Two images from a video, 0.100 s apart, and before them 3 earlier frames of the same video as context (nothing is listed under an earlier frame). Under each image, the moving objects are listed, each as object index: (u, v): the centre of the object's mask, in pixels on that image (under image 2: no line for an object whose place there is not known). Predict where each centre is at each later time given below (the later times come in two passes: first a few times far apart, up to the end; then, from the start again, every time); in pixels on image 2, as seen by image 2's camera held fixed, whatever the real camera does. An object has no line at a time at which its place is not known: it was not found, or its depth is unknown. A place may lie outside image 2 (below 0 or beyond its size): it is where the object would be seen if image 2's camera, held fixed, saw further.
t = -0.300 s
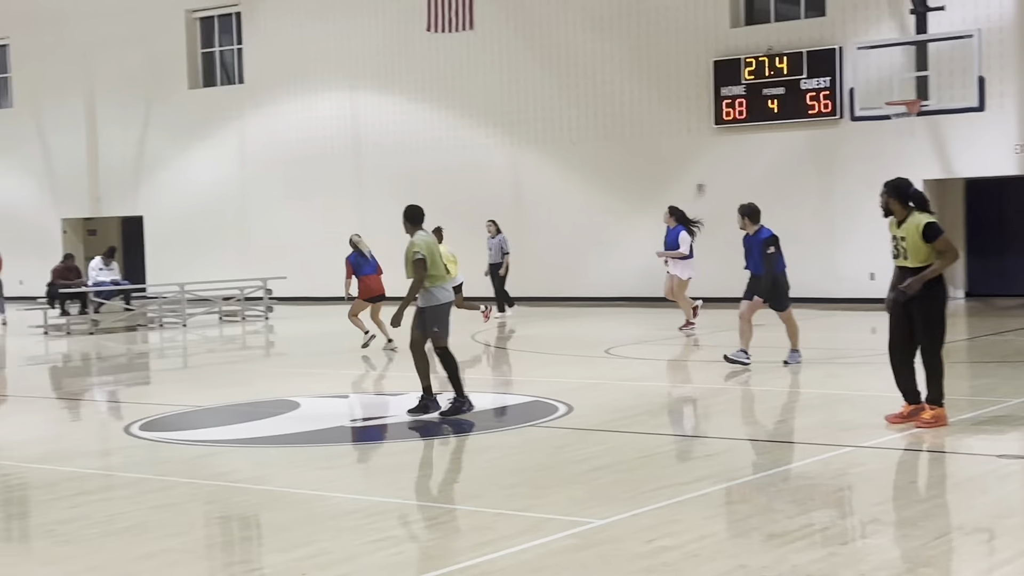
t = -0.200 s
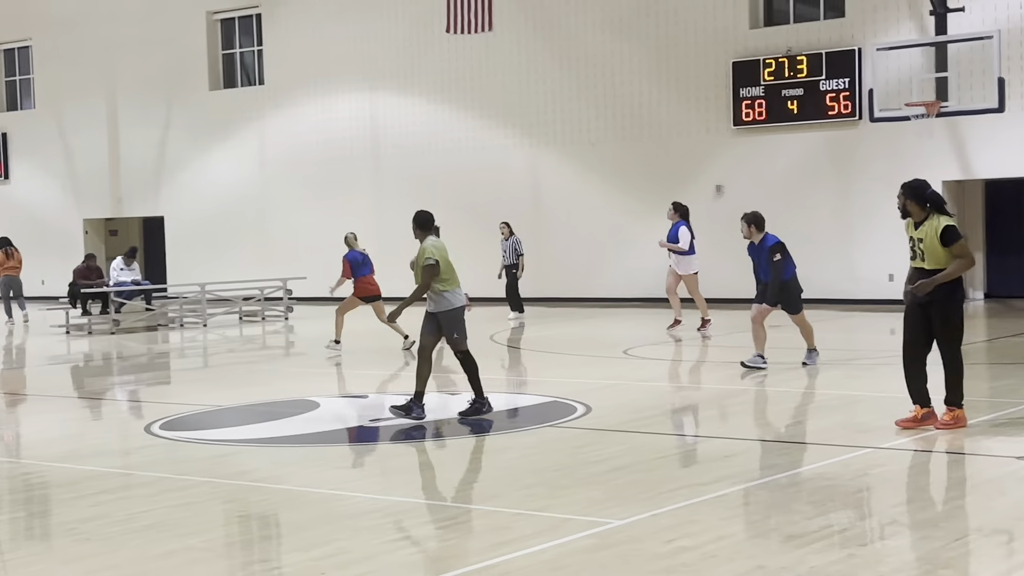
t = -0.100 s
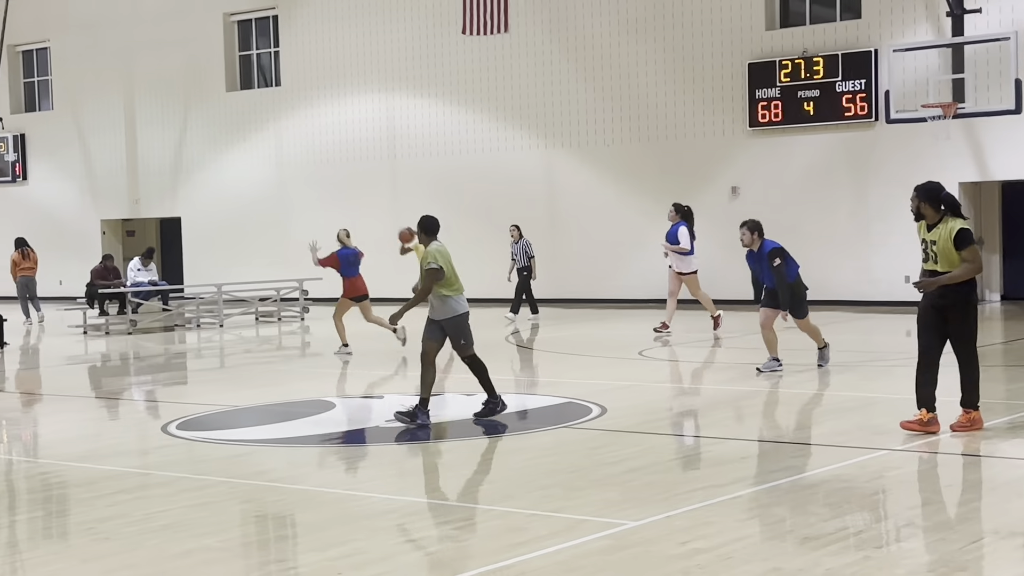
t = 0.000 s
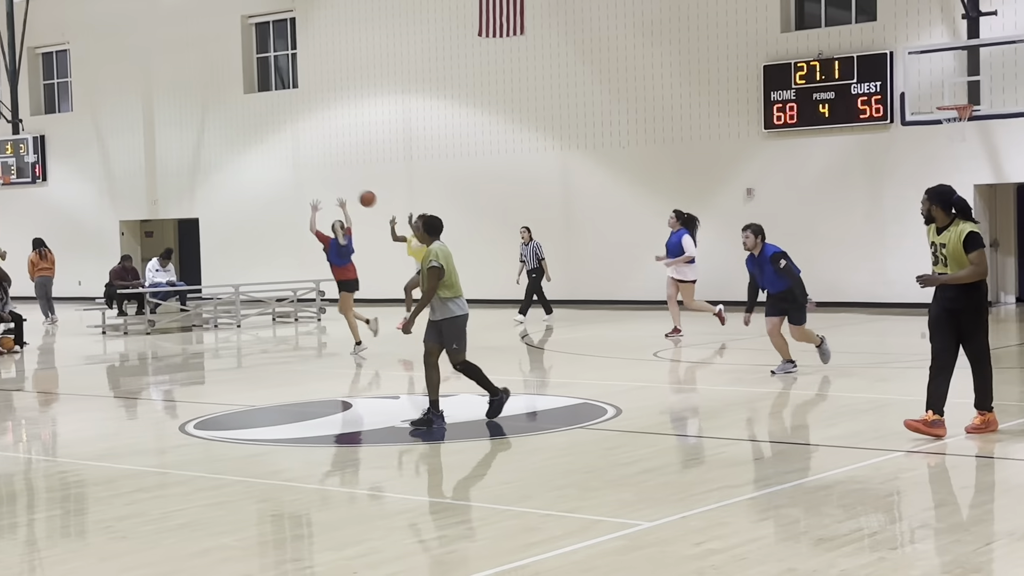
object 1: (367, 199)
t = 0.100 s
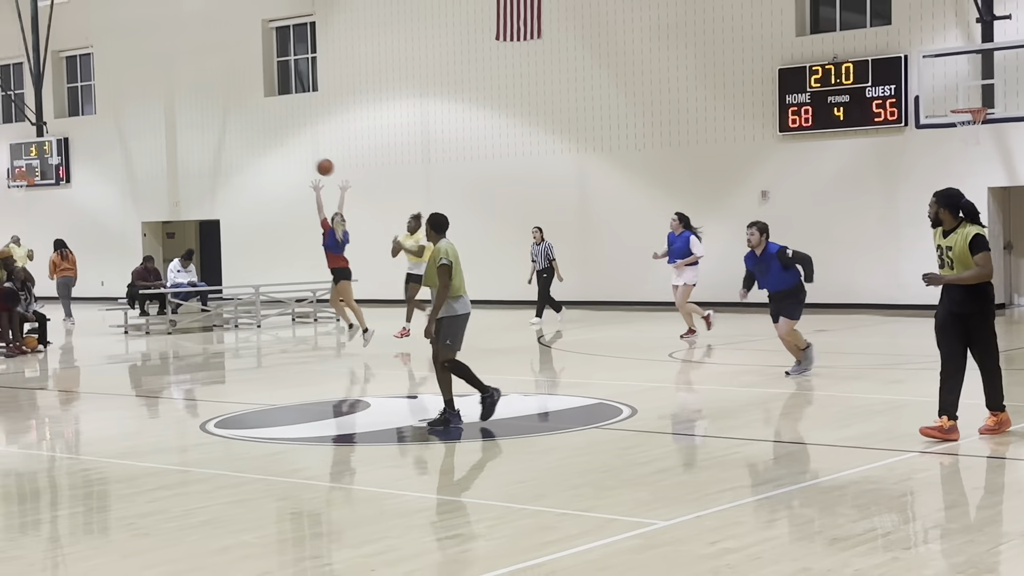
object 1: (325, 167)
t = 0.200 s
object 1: (261, 142)
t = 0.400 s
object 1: (122, 109)
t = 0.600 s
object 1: (-44, 100)
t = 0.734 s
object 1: (-179, 113)
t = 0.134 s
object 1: (304, 158)
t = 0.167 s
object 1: (283, 150)
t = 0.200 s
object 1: (261, 142)
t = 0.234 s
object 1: (239, 135)
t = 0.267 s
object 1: (217, 128)
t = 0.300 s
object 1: (193, 123)
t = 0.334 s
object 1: (170, 118)
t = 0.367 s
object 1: (146, 113)
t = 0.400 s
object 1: (122, 109)
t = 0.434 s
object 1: (96, 106)
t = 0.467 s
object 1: (70, 103)
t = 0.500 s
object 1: (43, 101)
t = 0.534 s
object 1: (15, 100)
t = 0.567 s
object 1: (-14, 100)
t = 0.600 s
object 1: (-44, 100)
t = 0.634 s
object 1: (-76, 101)
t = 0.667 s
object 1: (-109, 104)
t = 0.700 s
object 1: (-144, 107)
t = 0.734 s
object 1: (-179, 113)
